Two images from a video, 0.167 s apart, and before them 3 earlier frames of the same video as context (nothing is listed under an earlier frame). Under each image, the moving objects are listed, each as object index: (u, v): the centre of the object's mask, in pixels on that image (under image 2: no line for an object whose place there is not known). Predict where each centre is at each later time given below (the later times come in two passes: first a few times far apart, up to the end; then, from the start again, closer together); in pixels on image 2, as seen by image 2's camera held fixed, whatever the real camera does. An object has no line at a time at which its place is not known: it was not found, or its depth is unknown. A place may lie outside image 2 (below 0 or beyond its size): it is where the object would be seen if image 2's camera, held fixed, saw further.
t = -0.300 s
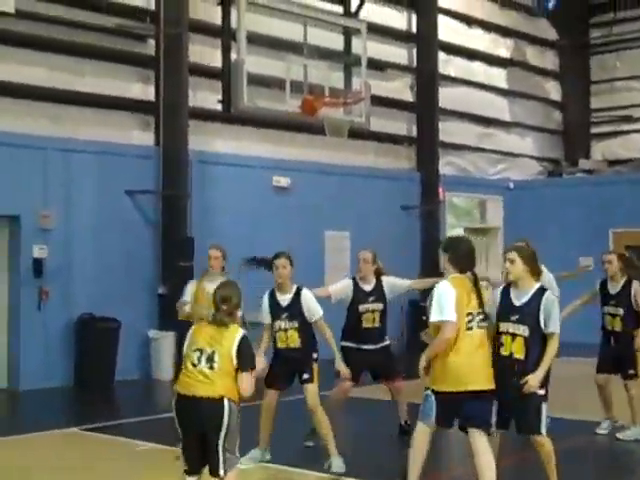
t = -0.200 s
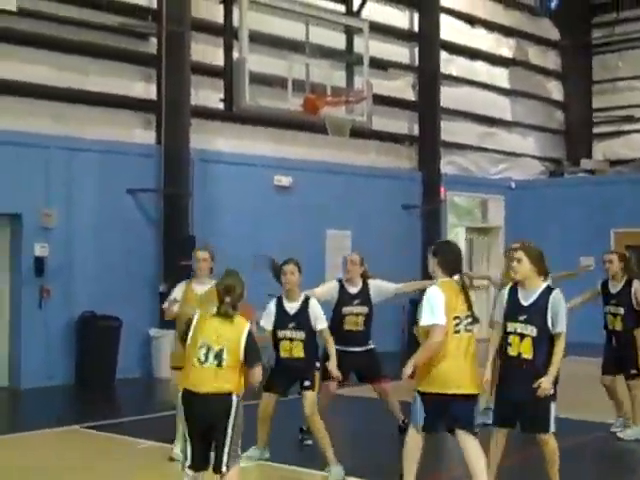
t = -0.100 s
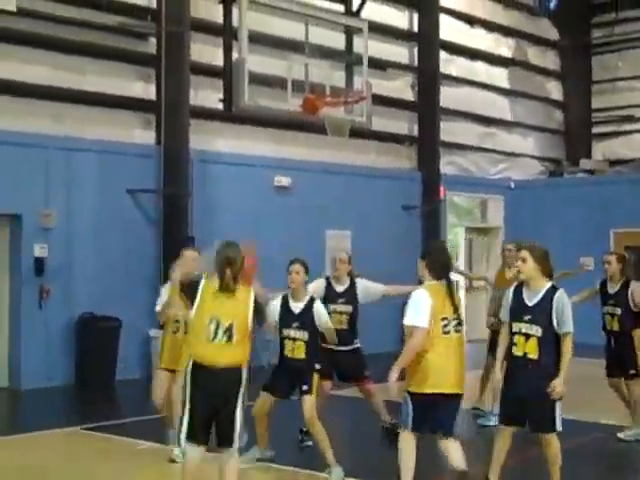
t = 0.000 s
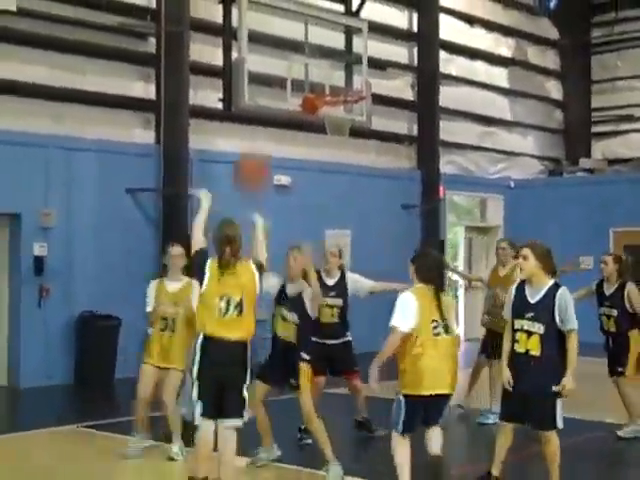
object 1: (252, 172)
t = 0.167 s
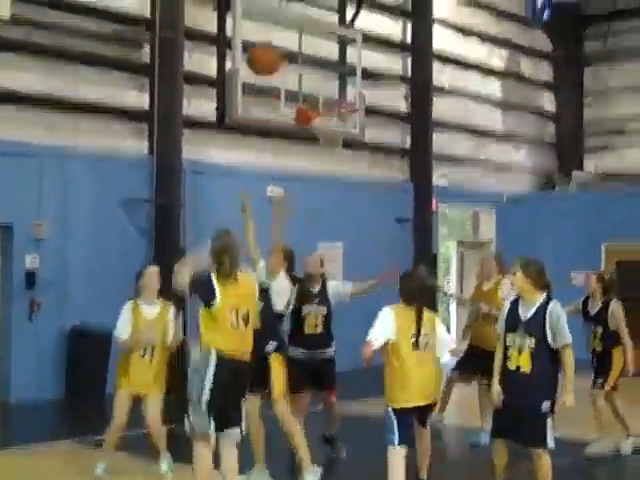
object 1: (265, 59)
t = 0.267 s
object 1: (274, 14)
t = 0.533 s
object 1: (295, -34)
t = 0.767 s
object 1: (308, -9)
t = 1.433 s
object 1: (355, 193)
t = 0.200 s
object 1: (266, 42)
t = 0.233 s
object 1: (270, 26)
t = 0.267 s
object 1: (274, 14)
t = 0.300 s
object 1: (277, 2)
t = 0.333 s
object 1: (281, -9)
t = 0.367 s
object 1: (285, -14)
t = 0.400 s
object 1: (287, -19)
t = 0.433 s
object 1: (290, -28)
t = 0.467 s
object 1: (291, -31)
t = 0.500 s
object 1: (293, -33)
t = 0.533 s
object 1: (295, -34)
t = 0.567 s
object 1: (297, -33)
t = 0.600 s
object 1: (300, -31)
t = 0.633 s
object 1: (302, -29)
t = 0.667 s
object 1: (305, -24)
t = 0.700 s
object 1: (306, -20)
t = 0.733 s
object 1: (307, -13)
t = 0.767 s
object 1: (308, -9)
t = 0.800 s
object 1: (312, 3)
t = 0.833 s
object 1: (314, 14)
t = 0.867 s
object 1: (315, 26)
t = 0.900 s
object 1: (316, 38)
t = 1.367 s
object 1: (348, 172)
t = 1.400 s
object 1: (352, 182)
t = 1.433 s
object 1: (355, 193)
